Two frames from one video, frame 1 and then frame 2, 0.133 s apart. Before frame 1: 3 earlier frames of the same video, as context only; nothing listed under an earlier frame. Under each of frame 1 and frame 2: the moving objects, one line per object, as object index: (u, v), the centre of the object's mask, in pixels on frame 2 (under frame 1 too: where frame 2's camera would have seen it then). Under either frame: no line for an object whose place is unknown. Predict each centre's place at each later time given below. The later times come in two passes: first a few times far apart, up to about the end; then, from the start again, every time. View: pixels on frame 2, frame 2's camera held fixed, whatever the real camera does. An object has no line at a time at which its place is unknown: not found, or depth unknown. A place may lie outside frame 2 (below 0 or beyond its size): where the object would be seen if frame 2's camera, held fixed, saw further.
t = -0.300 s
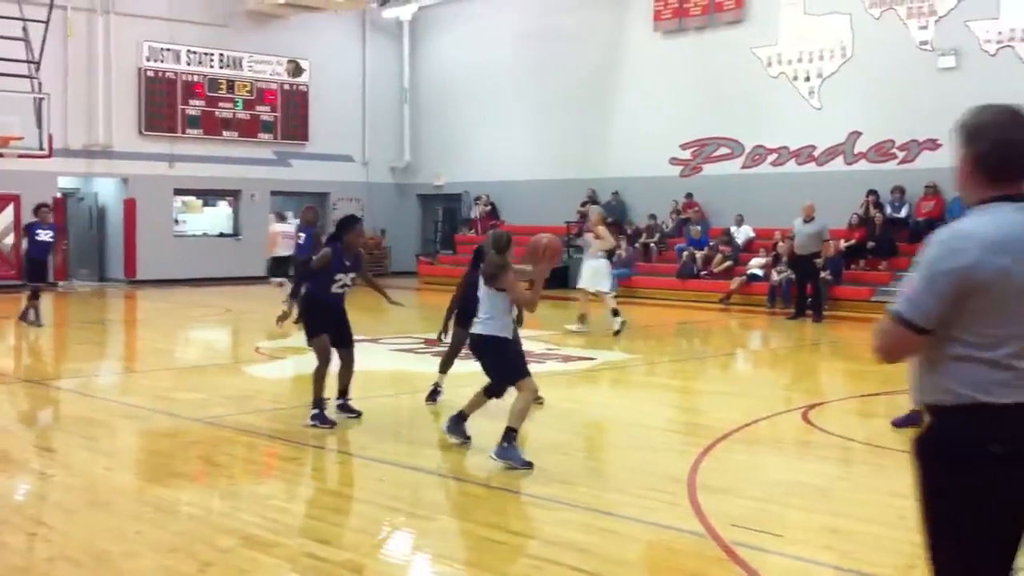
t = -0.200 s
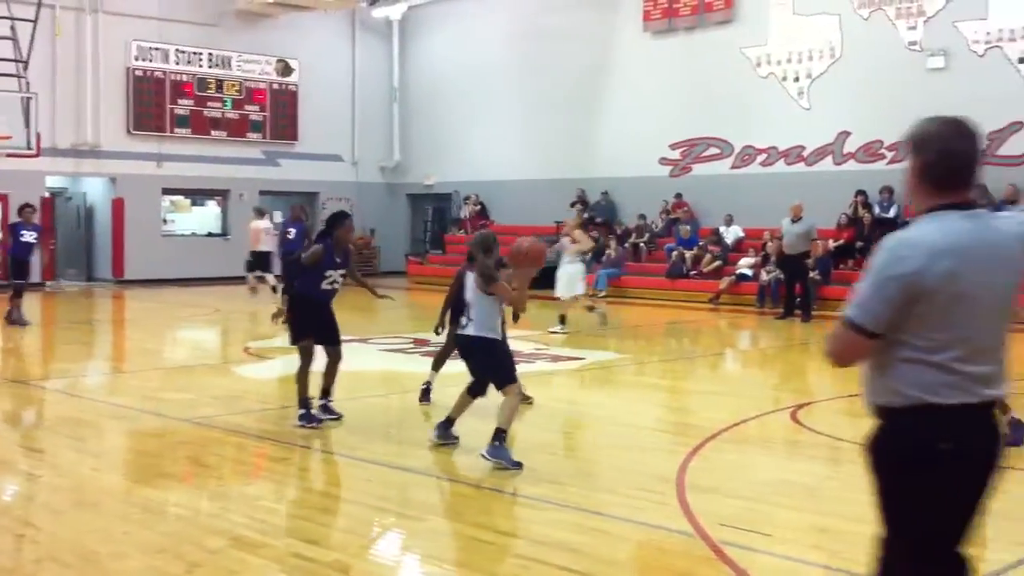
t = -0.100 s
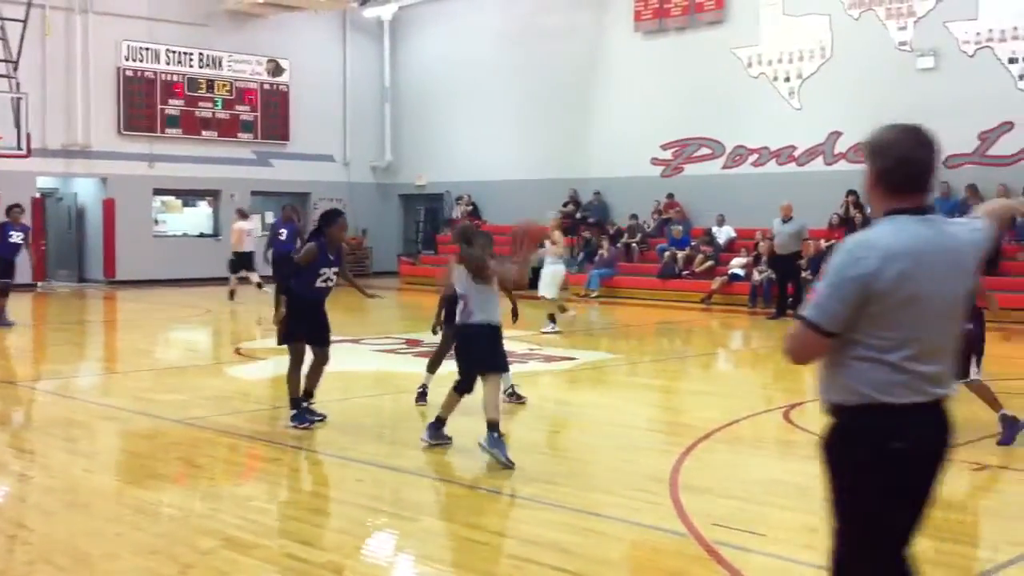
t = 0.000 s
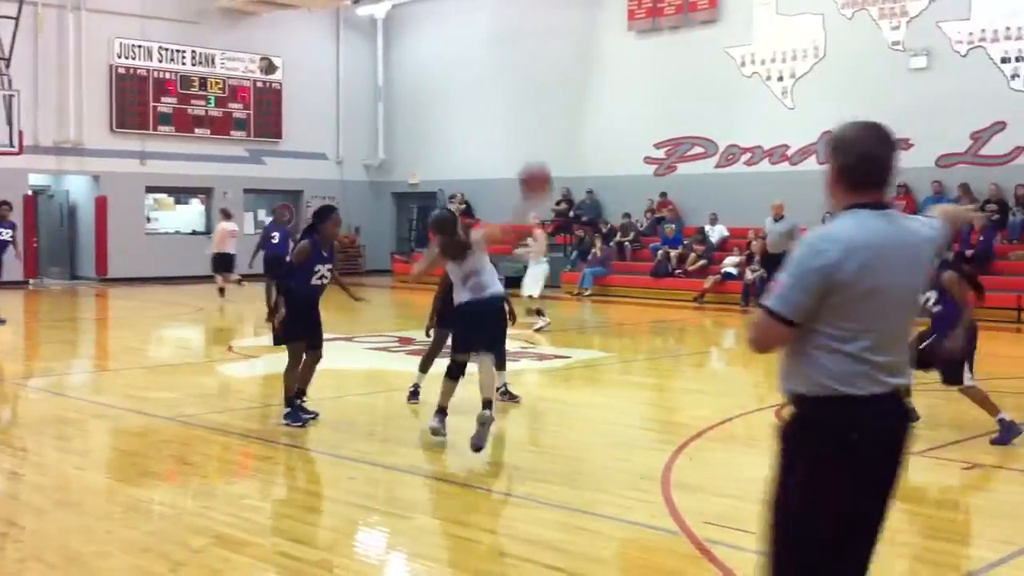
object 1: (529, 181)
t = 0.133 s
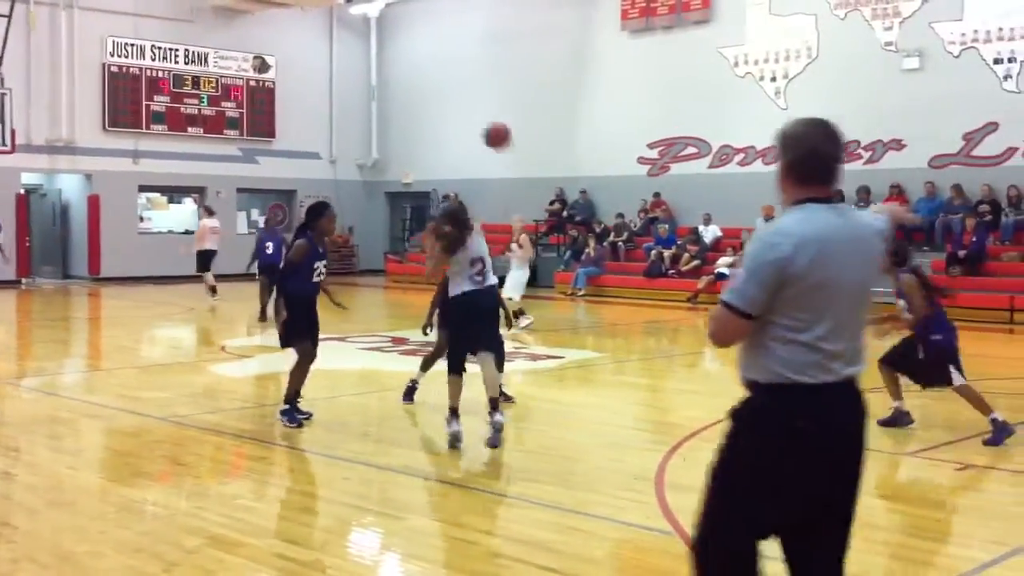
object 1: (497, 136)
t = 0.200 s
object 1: (484, 125)
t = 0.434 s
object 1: (453, 127)
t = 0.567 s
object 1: (442, 146)
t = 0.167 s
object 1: (490, 130)
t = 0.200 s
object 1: (484, 125)
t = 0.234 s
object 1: (478, 122)
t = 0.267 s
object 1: (473, 120)
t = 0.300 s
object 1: (468, 120)
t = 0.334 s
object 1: (464, 120)
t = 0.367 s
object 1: (460, 121)
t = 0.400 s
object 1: (456, 123)
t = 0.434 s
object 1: (453, 127)
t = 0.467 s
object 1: (450, 130)
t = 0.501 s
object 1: (447, 135)
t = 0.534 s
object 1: (444, 140)
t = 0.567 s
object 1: (442, 146)
